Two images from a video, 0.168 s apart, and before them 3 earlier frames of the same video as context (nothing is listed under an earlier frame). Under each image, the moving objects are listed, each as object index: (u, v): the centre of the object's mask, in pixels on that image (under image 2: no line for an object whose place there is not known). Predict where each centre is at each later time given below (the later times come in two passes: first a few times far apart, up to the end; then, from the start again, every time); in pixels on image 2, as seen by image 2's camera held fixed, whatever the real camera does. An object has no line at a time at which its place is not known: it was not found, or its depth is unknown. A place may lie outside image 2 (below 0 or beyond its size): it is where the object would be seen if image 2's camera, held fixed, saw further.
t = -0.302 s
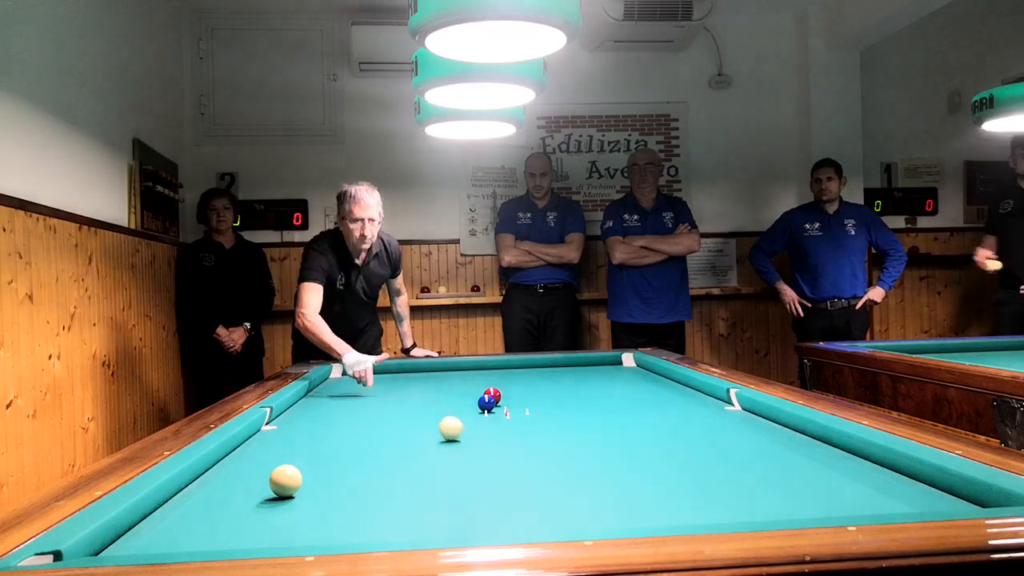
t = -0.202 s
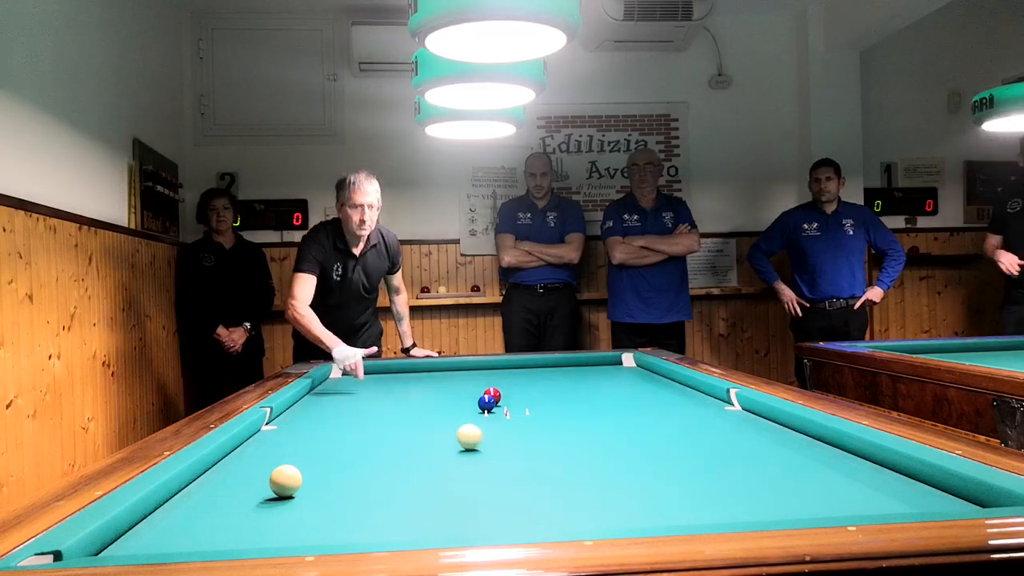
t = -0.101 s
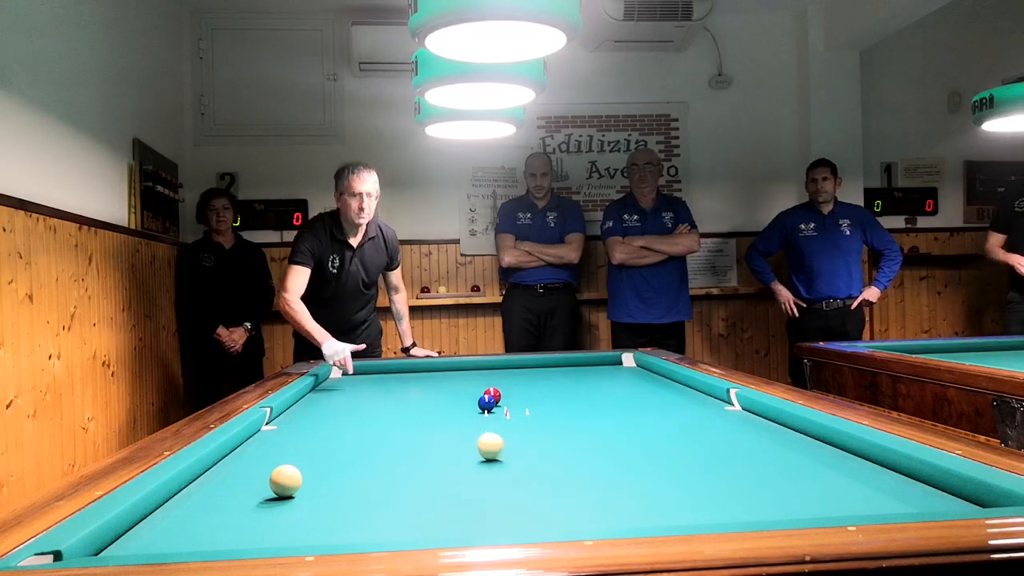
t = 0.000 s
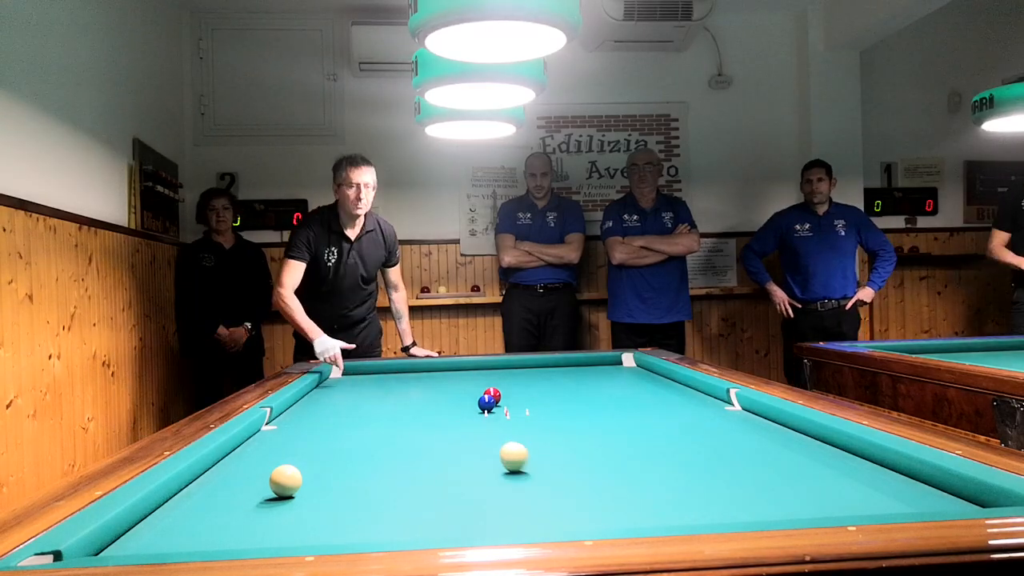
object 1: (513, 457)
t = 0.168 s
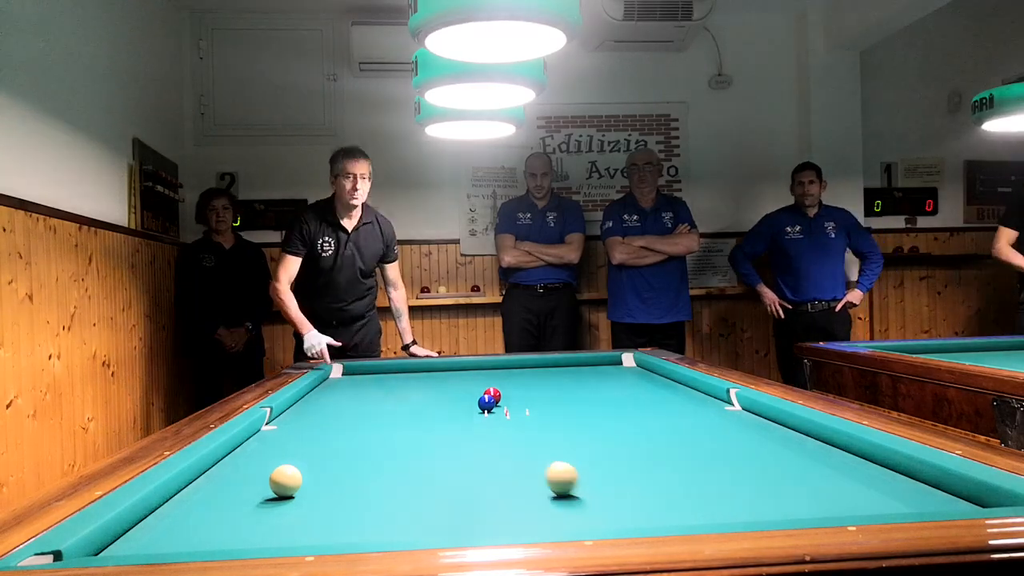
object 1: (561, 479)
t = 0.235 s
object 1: (584, 489)
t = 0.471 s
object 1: (685, 520)
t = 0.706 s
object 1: (750, 497)
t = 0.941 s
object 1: (797, 470)
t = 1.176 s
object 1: (834, 449)
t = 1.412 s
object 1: (780, 436)
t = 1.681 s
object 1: (710, 424)
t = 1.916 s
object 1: (659, 416)
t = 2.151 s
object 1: (615, 408)
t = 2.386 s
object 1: (577, 402)
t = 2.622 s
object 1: (544, 397)
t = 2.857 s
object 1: (515, 392)
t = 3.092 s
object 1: (488, 385)
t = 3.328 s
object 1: (465, 384)
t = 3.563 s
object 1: (443, 381)
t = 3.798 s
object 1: (424, 378)
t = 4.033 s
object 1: (407, 375)
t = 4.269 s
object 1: (391, 373)
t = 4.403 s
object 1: (383, 371)
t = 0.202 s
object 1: (572, 483)
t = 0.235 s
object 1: (584, 489)
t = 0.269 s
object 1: (596, 494)
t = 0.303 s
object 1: (609, 500)
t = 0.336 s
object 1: (623, 506)
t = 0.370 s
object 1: (637, 510)
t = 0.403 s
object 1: (653, 513)
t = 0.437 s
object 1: (668, 517)
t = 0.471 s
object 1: (685, 520)
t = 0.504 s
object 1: (700, 519)
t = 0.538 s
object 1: (709, 515)
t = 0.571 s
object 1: (718, 511)
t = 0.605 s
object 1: (726, 508)
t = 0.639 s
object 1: (735, 505)
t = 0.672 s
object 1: (743, 501)
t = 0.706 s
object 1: (750, 497)
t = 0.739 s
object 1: (758, 493)
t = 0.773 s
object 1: (765, 489)
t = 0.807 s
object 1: (772, 485)
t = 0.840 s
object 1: (779, 481)
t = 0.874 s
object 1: (785, 477)
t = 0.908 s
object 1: (791, 474)
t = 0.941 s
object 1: (797, 470)
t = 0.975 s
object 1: (803, 467)
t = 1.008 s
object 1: (809, 464)
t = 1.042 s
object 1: (814, 461)
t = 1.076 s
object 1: (819, 457)
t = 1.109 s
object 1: (825, 454)
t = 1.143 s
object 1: (829, 451)
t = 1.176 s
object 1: (834, 449)
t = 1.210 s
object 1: (838, 446)
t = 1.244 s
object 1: (833, 443)
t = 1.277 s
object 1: (820, 442)
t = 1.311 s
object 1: (809, 440)
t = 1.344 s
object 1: (799, 438)
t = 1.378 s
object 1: (789, 437)
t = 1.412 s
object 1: (780, 436)
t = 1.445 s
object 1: (770, 434)
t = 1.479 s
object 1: (761, 433)
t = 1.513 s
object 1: (752, 431)
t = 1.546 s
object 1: (743, 430)
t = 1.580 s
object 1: (734, 428)
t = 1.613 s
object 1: (726, 427)
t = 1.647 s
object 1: (718, 426)
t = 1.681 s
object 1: (710, 424)
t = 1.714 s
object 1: (702, 423)
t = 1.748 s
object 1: (695, 422)
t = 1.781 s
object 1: (687, 421)
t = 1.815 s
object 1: (680, 420)
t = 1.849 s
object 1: (673, 418)
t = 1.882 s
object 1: (666, 417)
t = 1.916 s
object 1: (659, 416)
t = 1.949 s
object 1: (653, 415)
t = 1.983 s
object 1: (646, 414)
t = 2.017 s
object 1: (640, 413)
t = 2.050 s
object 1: (634, 411)
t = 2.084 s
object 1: (627, 411)
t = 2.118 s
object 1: (621, 409)
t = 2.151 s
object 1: (615, 408)
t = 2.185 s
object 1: (610, 408)
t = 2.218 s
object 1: (604, 407)
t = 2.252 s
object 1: (599, 406)
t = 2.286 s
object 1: (593, 405)
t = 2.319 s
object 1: (588, 404)
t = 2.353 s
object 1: (583, 403)
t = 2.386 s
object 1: (577, 402)
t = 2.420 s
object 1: (573, 401)
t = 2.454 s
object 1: (567, 401)
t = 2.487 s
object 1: (563, 400)
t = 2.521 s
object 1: (558, 399)
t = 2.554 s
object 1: (553, 398)
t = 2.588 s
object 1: (548, 398)
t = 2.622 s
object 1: (544, 397)
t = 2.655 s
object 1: (540, 396)
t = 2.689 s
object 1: (535, 395)
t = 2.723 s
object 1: (531, 395)
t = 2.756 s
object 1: (527, 394)
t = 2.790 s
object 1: (523, 393)
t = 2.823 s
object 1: (518, 393)
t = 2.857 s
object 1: (515, 392)
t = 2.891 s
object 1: (511, 391)
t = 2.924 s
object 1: (507, 391)
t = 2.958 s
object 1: (504, 389)
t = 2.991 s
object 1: (501, 388)
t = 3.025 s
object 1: (497, 387)
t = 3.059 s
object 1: (492, 385)
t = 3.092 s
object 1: (488, 385)
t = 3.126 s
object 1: (484, 385)
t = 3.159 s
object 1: (481, 386)
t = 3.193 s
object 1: (478, 386)
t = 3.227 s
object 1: (474, 386)
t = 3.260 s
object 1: (471, 385)
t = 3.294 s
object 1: (468, 385)
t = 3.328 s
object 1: (465, 384)
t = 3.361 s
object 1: (462, 384)
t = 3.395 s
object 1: (458, 383)
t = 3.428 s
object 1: (455, 383)
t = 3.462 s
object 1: (452, 382)
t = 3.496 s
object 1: (449, 382)
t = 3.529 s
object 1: (446, 381)
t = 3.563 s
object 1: (443, 381)
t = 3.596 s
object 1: (440, 380)
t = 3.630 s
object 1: (438, 380)
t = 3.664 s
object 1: (435, 380)
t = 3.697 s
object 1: (432, 379)
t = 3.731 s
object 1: (430, 378)
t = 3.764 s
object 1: (427, 378)
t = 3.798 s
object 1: (424, 378)
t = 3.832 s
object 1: (422, 377)
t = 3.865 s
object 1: (419, 377)
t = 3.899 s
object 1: (417, 377)
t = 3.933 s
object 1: (414, 376)
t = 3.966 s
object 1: (412, 376)
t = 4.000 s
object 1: (409, 375)
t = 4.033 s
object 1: (407, 375)
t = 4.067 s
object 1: (405, 375)
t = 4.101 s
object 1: (402, 374)
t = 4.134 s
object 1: (400, 374)
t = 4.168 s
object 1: (398, 374)
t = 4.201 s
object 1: (395, 373)
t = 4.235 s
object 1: (393, 373)
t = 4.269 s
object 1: (391, 373)
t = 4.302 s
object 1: (389, 372)
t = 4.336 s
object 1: (387, 372)
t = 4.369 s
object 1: (385, 372)
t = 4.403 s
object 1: (383, 371)
